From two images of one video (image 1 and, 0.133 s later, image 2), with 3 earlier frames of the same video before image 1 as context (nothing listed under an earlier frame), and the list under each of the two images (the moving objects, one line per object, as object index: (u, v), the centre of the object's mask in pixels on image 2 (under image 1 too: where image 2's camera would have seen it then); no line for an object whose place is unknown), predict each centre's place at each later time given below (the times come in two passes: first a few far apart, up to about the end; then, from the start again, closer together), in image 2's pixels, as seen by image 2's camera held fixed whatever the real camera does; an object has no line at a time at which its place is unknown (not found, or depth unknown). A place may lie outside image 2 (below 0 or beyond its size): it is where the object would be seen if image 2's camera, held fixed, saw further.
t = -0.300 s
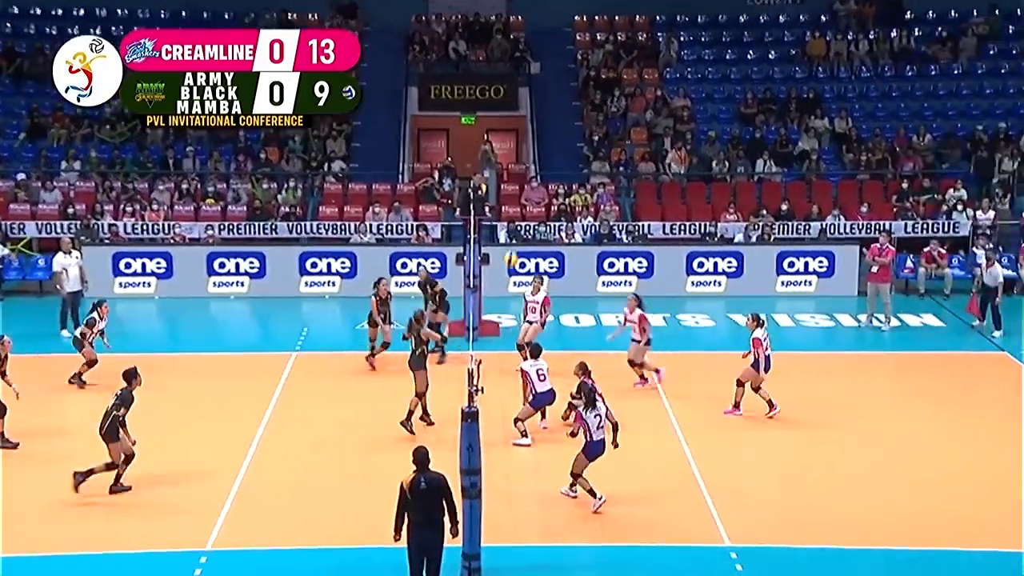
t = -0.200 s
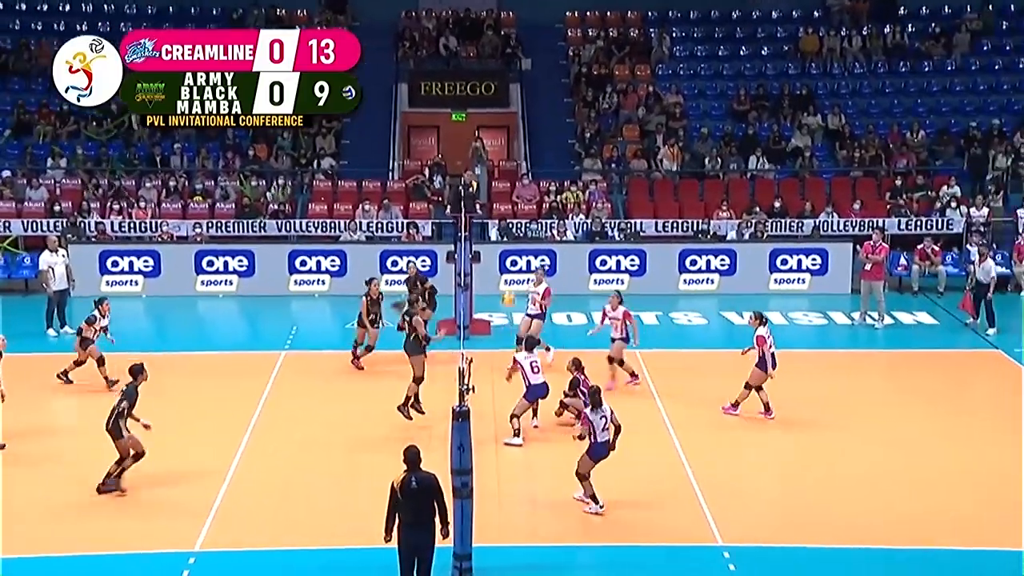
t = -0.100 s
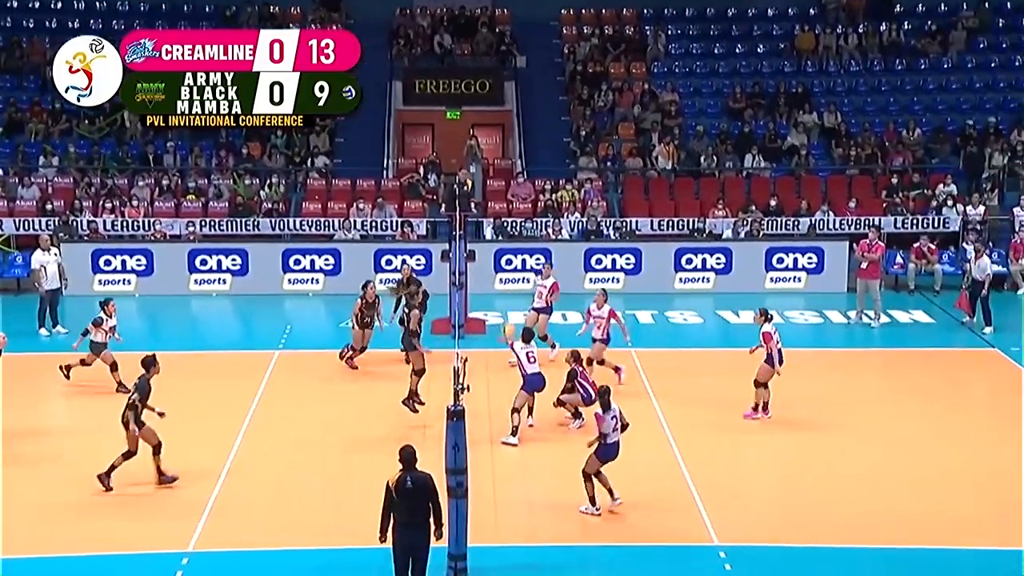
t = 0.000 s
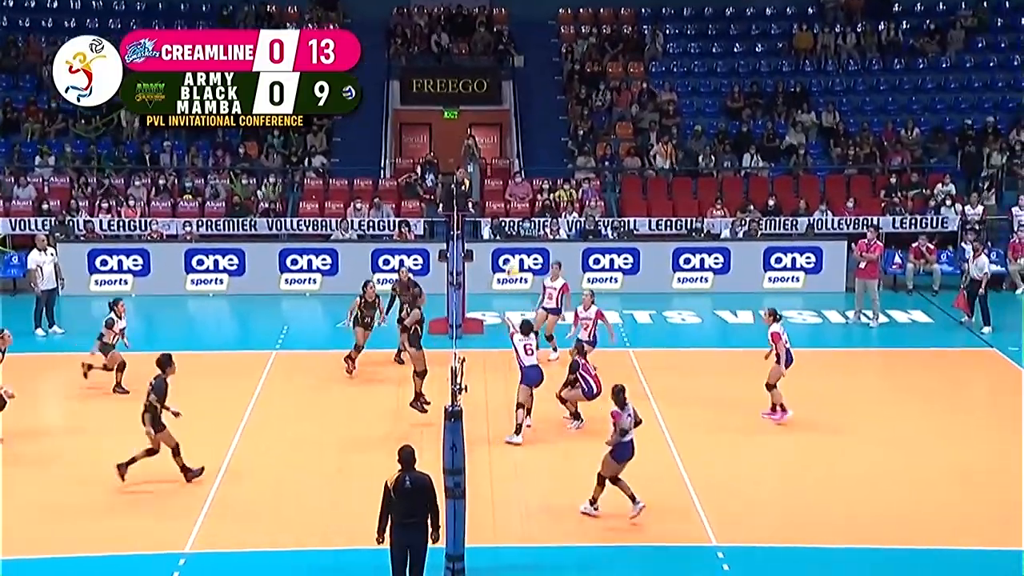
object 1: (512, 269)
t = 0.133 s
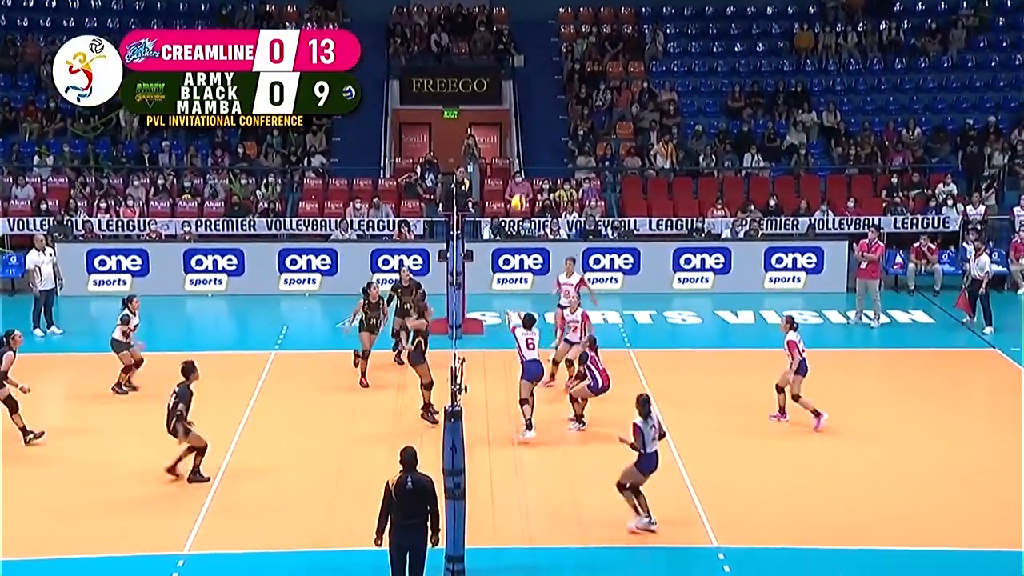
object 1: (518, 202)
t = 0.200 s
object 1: (521, 172)
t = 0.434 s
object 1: (531, 94)
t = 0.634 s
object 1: (540, 56)
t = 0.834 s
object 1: (550, 51)
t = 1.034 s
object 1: (560, 73)
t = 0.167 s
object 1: (518, 187)
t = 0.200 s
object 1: (521, 172)
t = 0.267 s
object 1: (524, 145)
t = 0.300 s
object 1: (526, 134)
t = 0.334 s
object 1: (527, 123)
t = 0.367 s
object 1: (528, 110)
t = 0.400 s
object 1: (529, 102)
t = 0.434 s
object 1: (531, 94)
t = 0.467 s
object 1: (533, 83)
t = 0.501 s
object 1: (534, 77)
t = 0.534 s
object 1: (536, 70)
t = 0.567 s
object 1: (537, 65)
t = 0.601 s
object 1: (539, 61)
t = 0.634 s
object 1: (540, 56)
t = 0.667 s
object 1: (542, 53)
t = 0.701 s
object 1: (544, 50)
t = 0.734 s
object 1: (545, 51)
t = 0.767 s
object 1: (547, 50)
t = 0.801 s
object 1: (549, 48)
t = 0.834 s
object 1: (550, 51)
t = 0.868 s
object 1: (552, 52)
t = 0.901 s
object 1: (554, 52)
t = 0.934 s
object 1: (555, 57)
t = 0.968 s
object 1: (556, 63)
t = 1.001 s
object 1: (558, 67)
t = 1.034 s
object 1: (560, 73)
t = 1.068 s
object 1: (561, 79)
